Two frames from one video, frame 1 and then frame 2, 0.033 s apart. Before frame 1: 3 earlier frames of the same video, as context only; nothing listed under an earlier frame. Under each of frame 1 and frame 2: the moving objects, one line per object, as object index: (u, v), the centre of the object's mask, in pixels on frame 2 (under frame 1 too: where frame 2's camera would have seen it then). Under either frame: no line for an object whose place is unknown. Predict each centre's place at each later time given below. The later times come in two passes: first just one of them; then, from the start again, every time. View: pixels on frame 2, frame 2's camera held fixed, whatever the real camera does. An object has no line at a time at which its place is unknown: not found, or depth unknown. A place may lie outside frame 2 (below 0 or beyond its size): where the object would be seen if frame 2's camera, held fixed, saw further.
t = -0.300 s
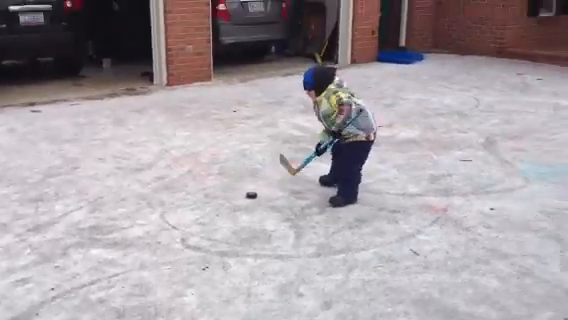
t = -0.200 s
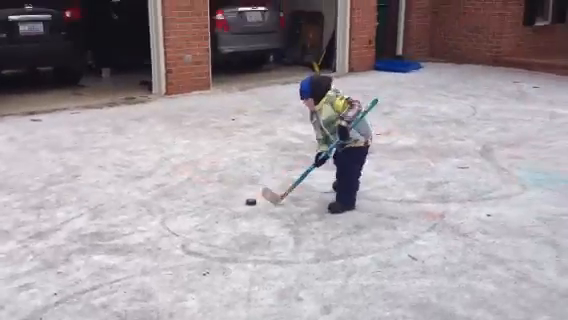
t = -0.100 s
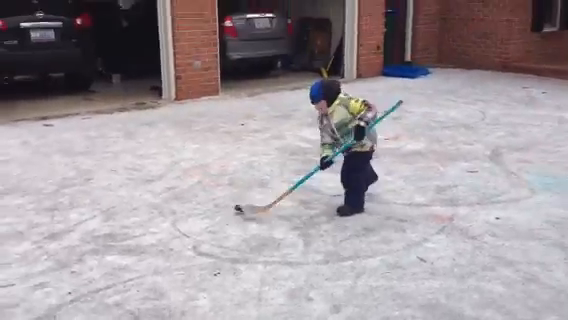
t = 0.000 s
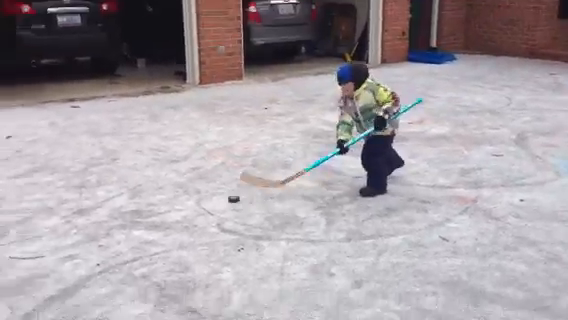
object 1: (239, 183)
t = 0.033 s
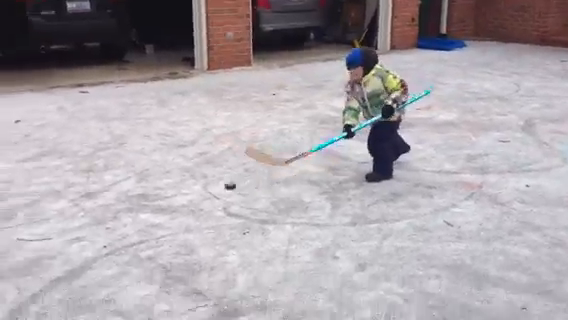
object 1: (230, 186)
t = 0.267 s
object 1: (157, 205)
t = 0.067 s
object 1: (219, 189)
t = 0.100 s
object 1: (209, 191)
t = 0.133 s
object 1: (199, 194)
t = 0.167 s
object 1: (189, 197)
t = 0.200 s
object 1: (179, 199)
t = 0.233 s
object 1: (168, 202)
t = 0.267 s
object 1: (157, 205)
